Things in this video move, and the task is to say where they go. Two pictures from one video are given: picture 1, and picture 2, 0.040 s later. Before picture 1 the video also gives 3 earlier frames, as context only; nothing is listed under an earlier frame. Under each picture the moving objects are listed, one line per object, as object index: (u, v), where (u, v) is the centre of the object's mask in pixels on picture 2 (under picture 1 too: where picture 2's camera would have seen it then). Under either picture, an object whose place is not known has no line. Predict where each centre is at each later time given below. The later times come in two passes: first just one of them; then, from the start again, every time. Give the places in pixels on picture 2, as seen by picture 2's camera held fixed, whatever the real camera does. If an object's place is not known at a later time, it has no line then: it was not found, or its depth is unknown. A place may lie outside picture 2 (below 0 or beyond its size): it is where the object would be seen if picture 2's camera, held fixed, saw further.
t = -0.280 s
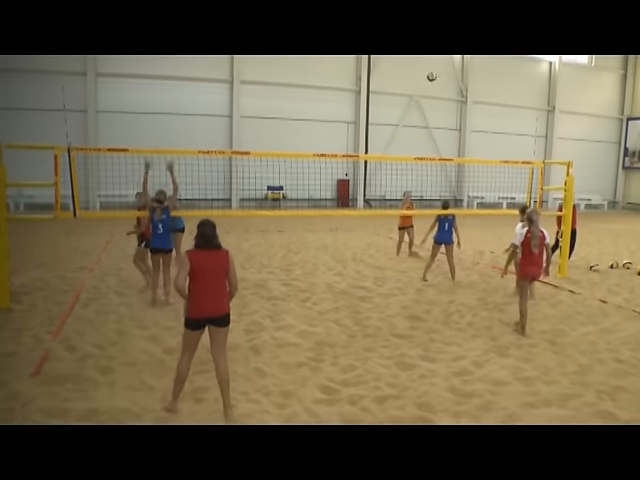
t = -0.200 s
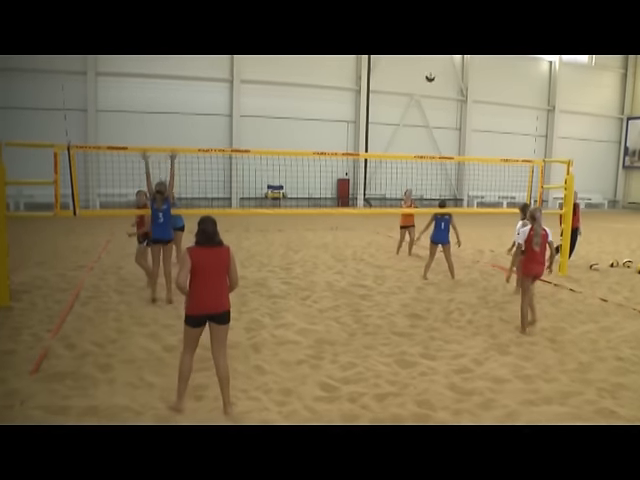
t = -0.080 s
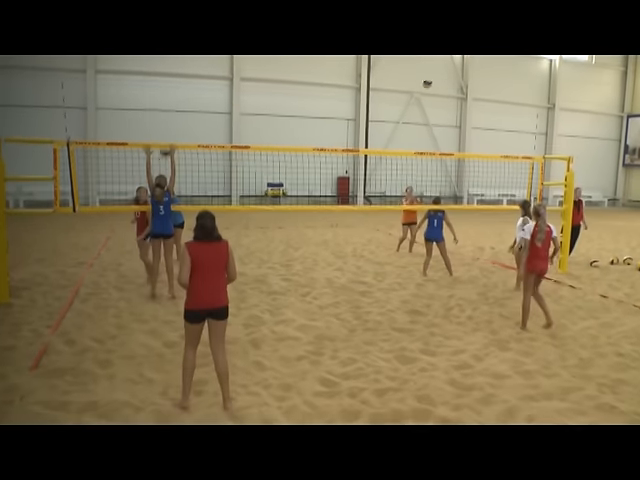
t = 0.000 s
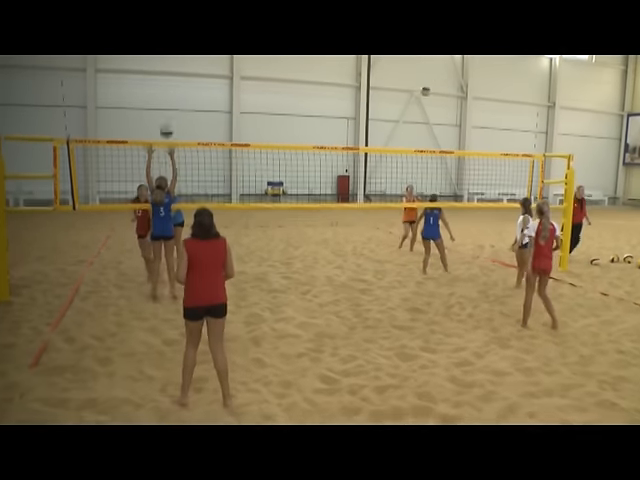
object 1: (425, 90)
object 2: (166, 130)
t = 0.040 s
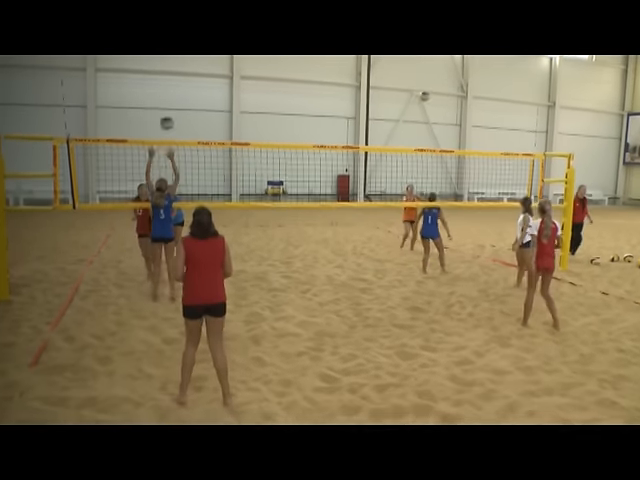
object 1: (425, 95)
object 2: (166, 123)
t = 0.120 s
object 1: (422, 108)
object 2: (167, 109)
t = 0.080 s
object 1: (423, 102)
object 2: (167, 114)
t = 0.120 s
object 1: (422, 108)
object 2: (167, 109)
